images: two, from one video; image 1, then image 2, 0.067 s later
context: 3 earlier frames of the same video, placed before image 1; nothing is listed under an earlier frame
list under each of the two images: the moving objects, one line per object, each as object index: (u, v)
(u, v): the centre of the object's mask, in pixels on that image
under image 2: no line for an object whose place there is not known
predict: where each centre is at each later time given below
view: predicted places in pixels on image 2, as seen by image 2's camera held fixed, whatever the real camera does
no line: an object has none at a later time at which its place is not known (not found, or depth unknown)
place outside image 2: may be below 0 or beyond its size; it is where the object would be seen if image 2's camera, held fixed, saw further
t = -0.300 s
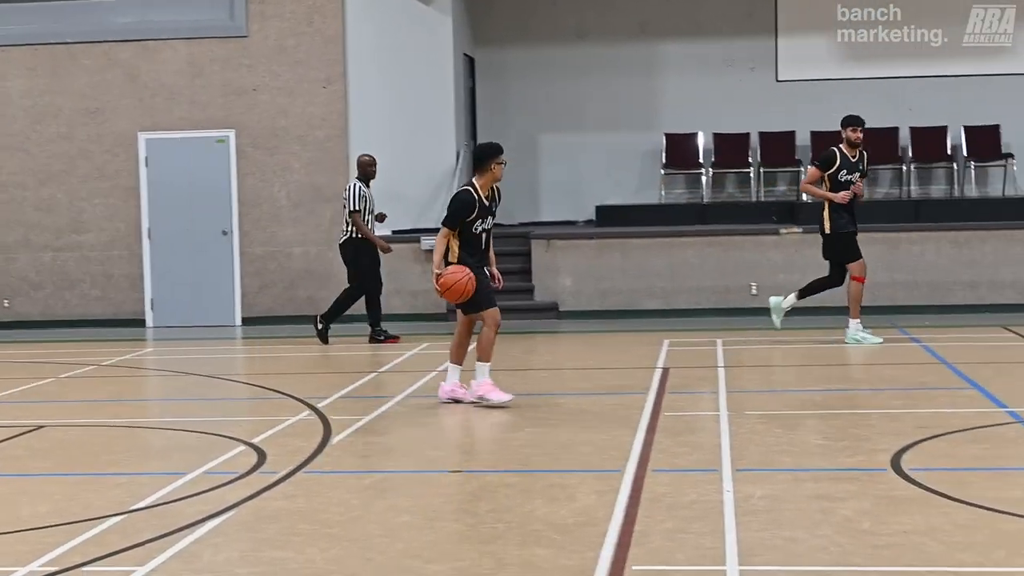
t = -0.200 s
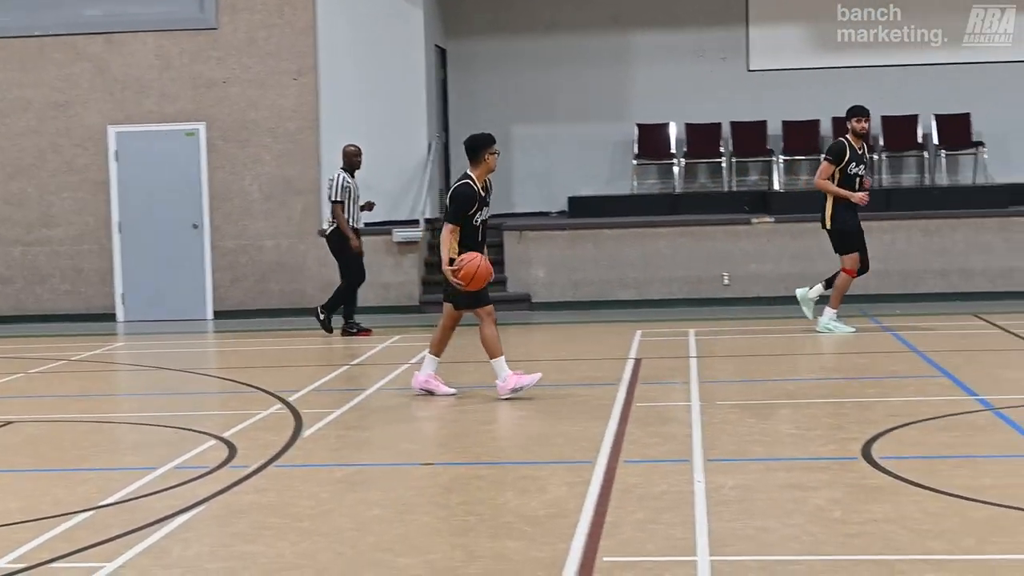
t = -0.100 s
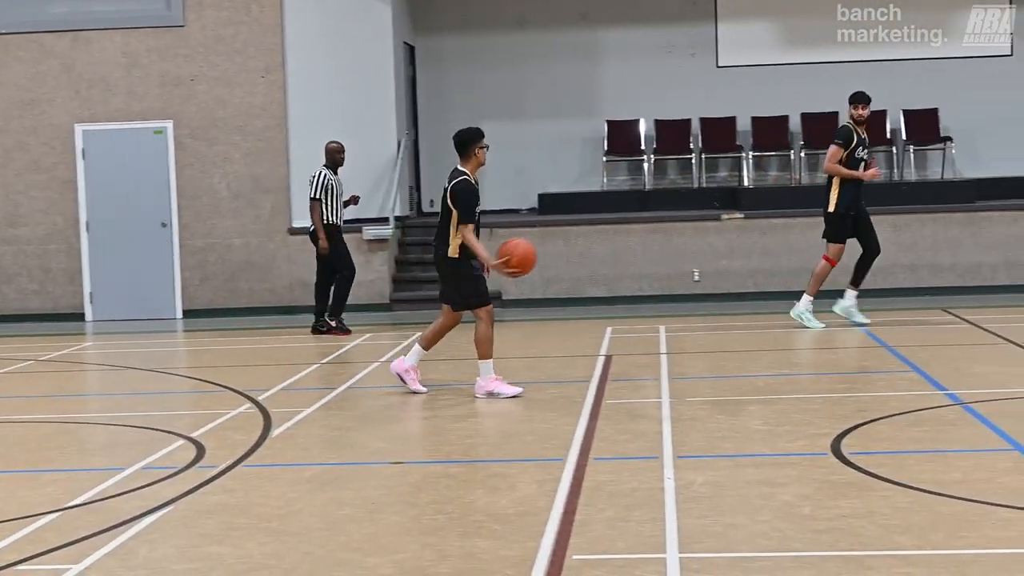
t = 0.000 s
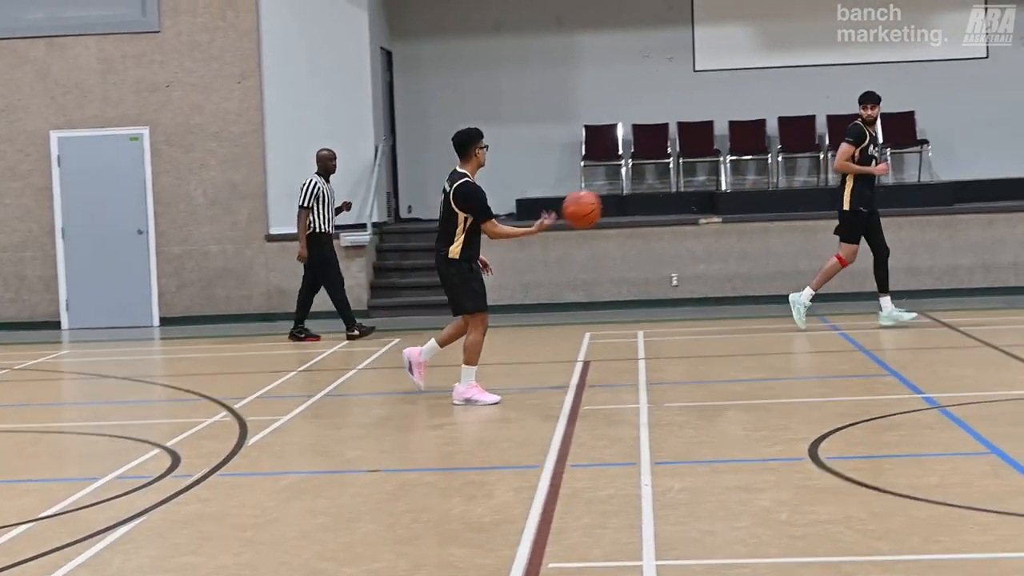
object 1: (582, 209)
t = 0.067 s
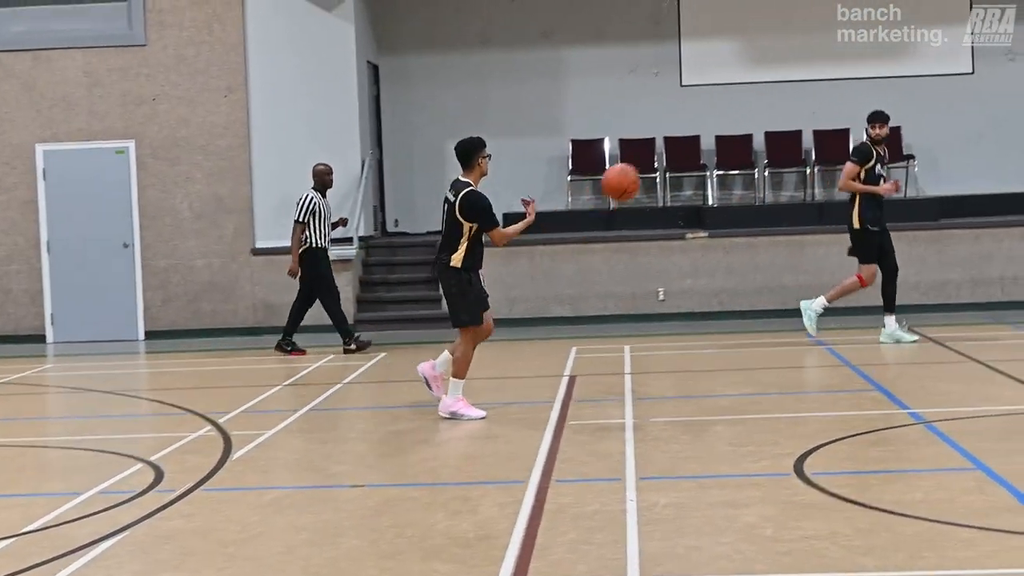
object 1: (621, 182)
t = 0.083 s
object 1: (634, 173)
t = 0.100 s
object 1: (645, 165)
